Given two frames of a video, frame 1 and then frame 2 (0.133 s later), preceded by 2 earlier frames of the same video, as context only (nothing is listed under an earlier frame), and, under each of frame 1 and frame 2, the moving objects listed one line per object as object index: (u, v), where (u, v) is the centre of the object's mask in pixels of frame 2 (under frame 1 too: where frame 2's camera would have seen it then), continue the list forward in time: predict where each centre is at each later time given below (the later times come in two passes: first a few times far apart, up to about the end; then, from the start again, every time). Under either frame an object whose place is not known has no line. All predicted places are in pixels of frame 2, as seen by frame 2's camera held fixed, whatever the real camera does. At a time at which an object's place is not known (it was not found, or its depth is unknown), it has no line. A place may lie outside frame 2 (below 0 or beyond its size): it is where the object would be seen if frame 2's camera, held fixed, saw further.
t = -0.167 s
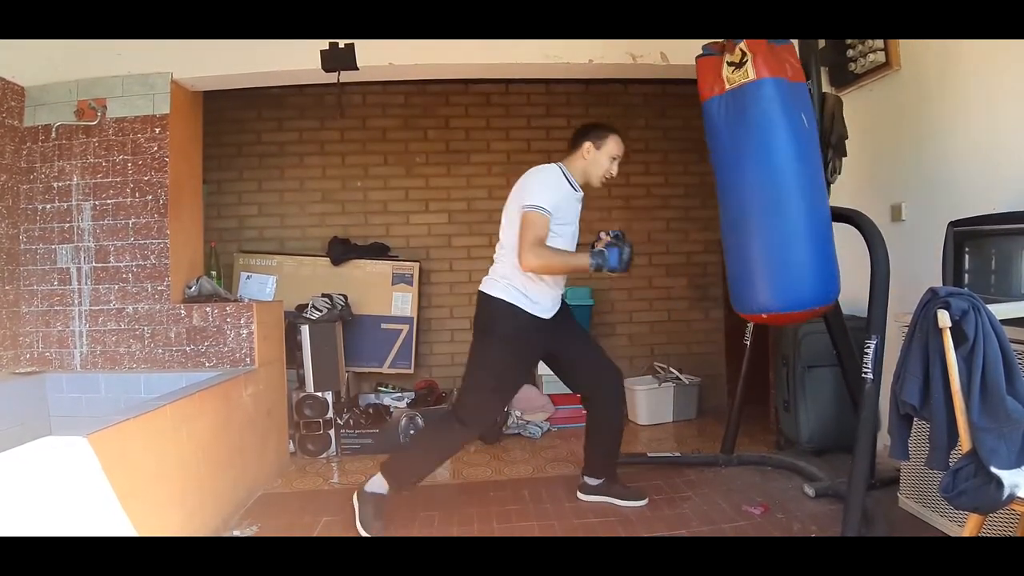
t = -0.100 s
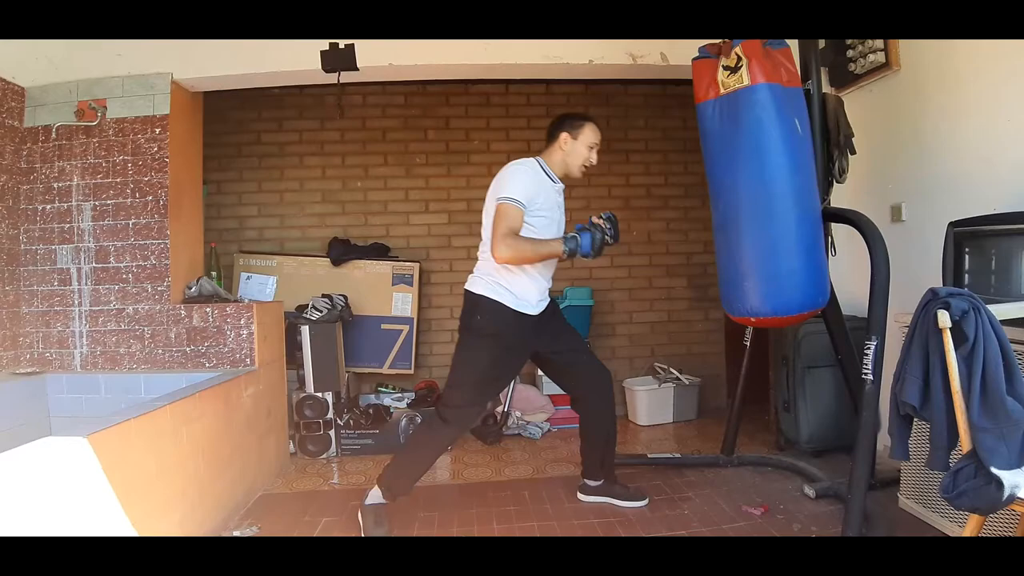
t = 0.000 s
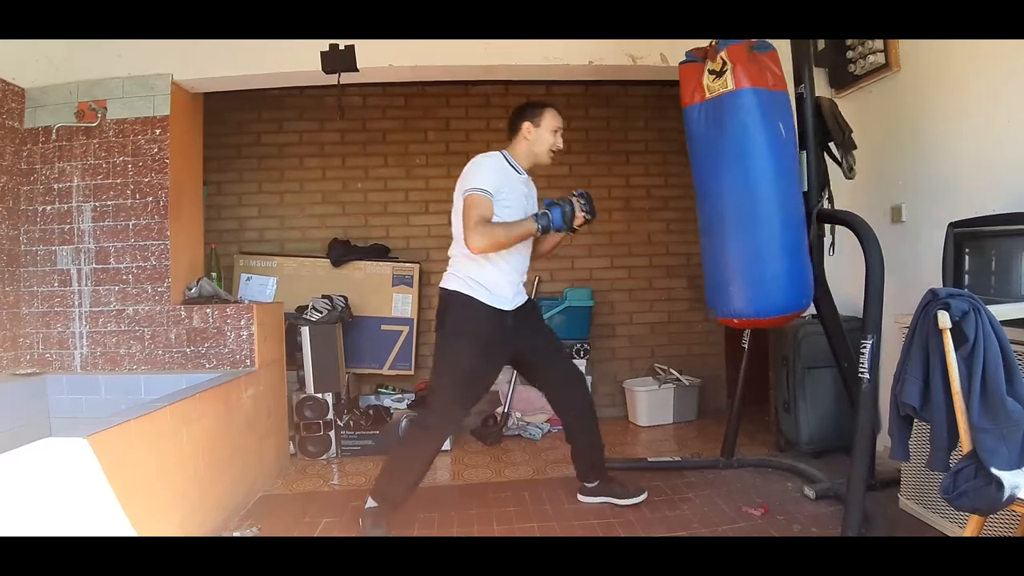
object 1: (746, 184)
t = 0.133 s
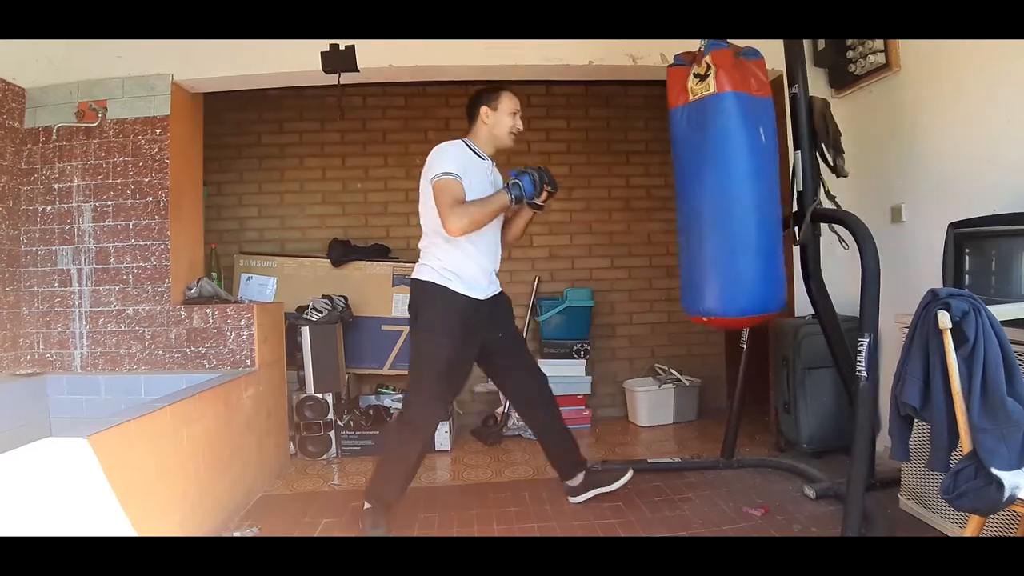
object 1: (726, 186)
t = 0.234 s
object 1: (711, 186)
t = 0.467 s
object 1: (683, 184)
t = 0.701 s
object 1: (673, 182)
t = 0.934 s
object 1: (685, 184)
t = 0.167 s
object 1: (721, 187)
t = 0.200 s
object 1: (716, 187)
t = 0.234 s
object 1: (711, 186)
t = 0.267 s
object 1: (707, 185)
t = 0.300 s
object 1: (702, 185)
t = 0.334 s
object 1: (698, 184)
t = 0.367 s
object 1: (694, 185)
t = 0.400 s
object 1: (690, 184)
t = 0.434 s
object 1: (687, 184)
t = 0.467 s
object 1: (683, 184)
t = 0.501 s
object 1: (680, 184)
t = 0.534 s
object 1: (678, 184)
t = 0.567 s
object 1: (676, 183)
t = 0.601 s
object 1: (675, 183)
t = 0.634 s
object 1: (673, 182)
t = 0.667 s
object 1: (673, 182)
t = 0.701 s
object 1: (673, 182)
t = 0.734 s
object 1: (674, 183)
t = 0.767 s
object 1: (674, 183)
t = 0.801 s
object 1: (676, 183)
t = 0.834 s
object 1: (677, 183)
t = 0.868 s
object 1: (679, 184)
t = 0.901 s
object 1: (682, 184)
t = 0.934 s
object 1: (685, 184)
